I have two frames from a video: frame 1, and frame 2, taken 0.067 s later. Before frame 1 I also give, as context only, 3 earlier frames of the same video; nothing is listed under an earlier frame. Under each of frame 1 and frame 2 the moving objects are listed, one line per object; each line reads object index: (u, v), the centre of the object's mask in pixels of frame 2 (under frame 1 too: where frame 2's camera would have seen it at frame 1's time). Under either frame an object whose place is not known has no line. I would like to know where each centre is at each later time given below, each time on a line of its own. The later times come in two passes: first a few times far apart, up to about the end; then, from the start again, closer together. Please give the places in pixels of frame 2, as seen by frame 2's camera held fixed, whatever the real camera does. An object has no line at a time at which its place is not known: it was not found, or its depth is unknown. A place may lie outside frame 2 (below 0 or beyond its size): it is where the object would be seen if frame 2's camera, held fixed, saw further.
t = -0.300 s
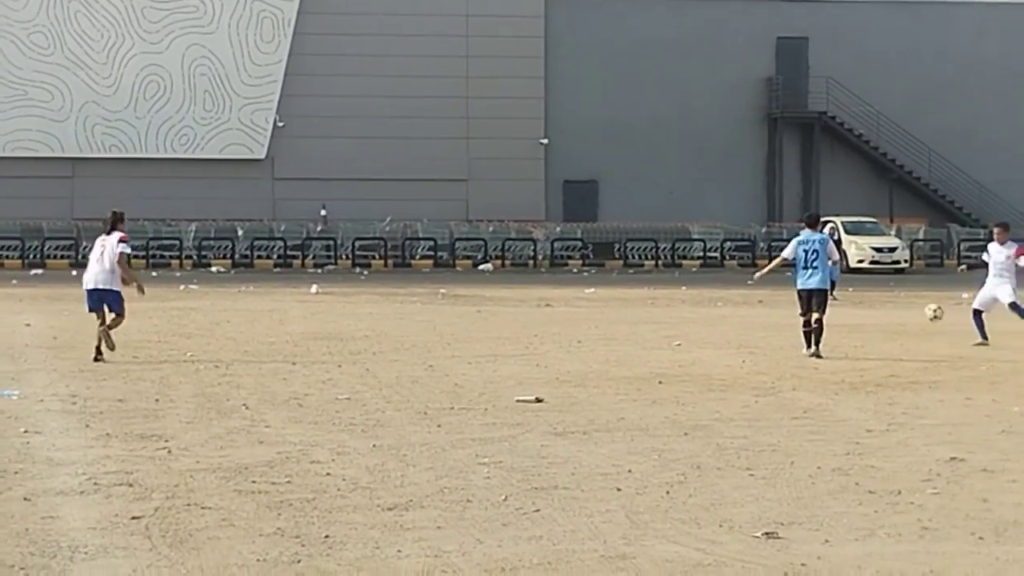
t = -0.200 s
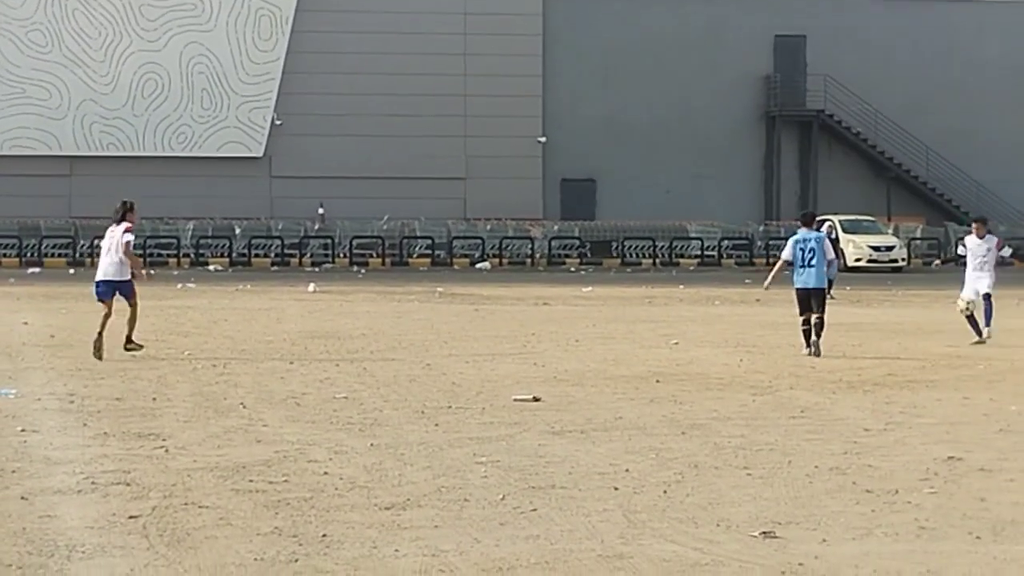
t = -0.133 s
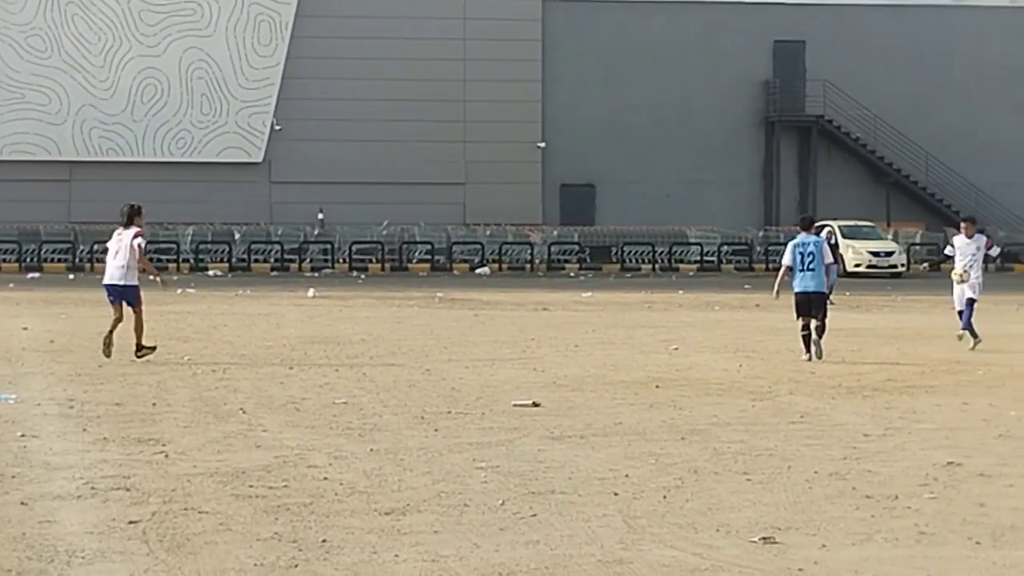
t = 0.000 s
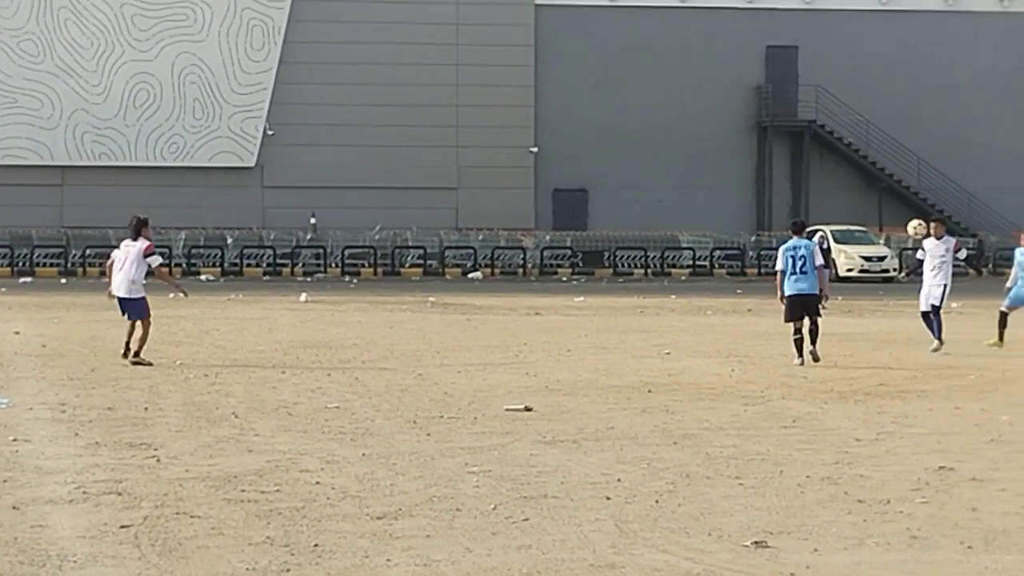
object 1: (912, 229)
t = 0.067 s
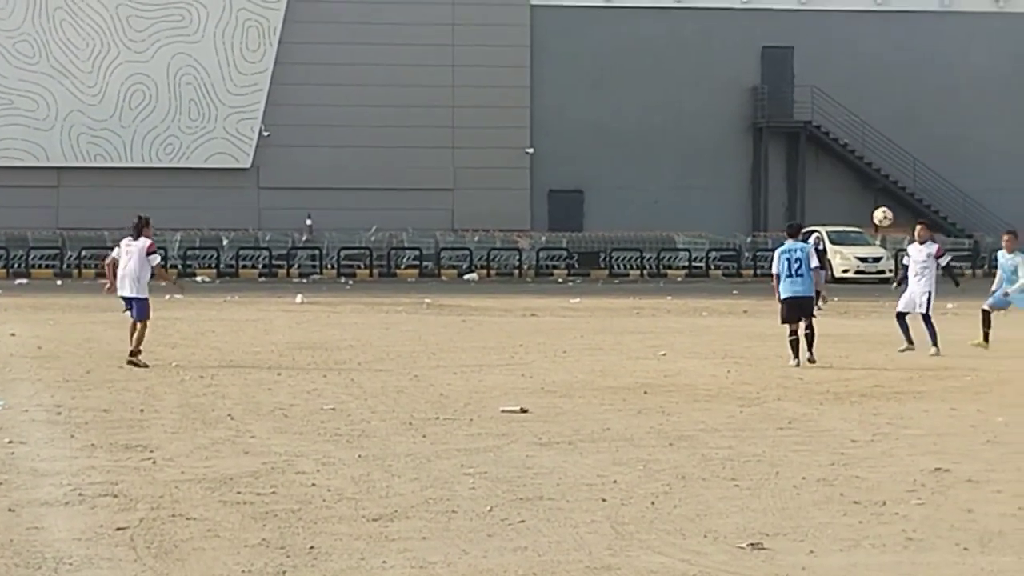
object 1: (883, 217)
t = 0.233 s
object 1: (808, 200)
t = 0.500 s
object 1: (688, 219)
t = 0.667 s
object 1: (611, 260)
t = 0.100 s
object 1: (868, 212)
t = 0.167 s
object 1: (838, 204)
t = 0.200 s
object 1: (823, 201)
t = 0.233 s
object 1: (808, 200)
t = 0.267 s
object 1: (793, 199)
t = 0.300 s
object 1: (778, 199)
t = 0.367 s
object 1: (748, 202)
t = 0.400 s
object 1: (733, 205)
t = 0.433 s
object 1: (718, 208)
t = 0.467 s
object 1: (703, 213)
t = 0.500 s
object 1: (688, 219)
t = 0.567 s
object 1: (657, 232)
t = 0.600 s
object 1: (642, 240)
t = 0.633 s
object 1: (627, 249)
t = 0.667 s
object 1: (611, 260)
